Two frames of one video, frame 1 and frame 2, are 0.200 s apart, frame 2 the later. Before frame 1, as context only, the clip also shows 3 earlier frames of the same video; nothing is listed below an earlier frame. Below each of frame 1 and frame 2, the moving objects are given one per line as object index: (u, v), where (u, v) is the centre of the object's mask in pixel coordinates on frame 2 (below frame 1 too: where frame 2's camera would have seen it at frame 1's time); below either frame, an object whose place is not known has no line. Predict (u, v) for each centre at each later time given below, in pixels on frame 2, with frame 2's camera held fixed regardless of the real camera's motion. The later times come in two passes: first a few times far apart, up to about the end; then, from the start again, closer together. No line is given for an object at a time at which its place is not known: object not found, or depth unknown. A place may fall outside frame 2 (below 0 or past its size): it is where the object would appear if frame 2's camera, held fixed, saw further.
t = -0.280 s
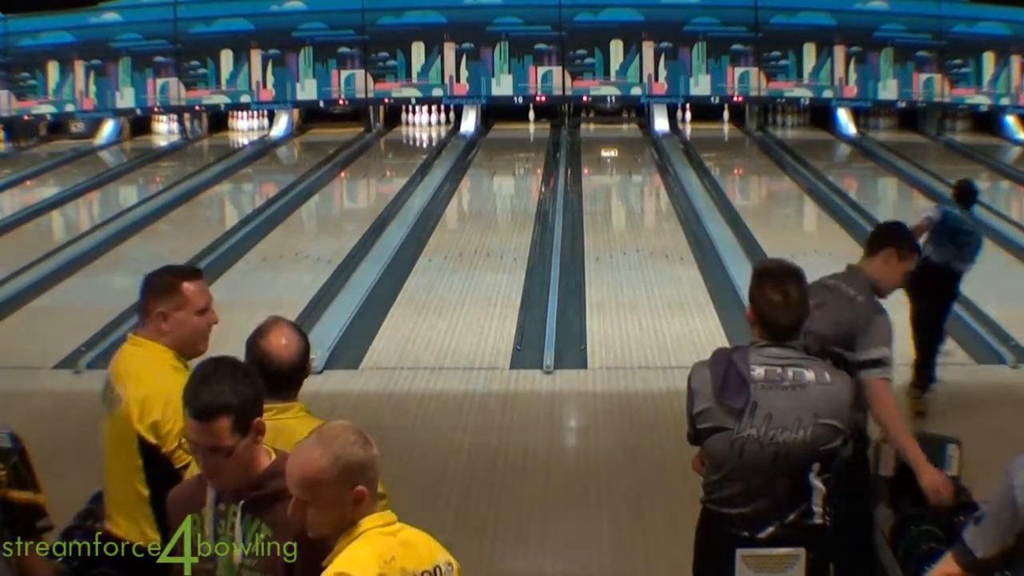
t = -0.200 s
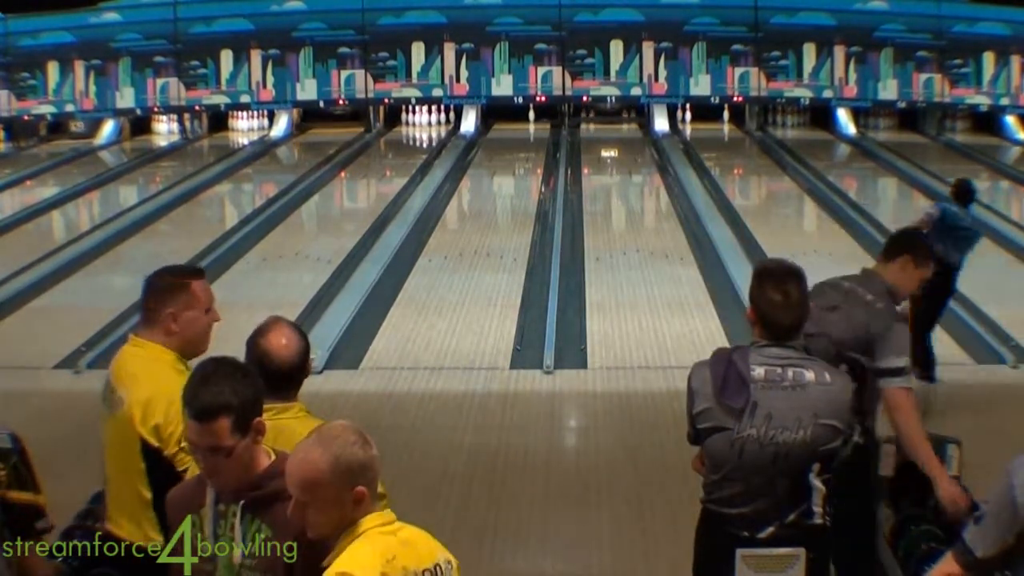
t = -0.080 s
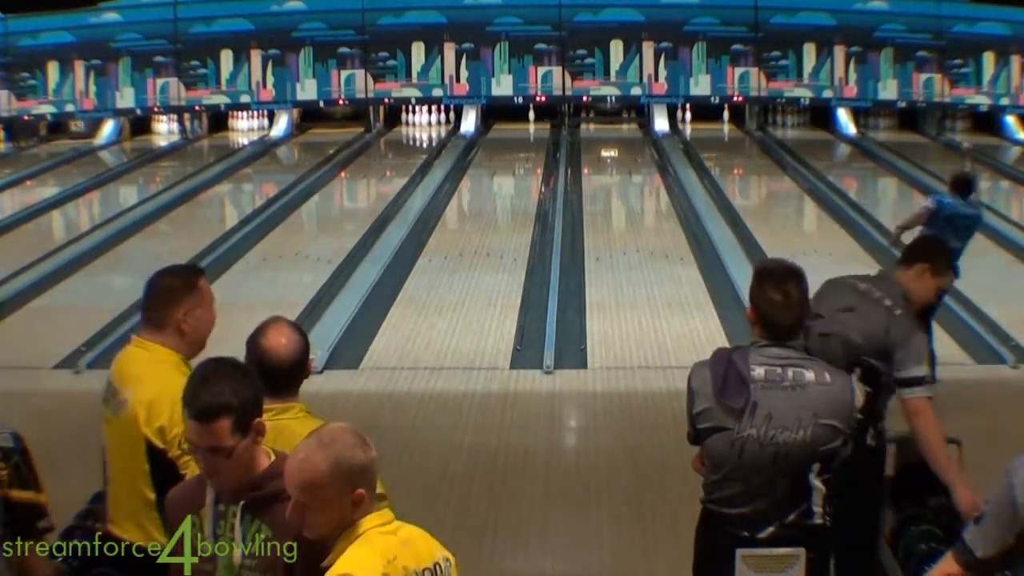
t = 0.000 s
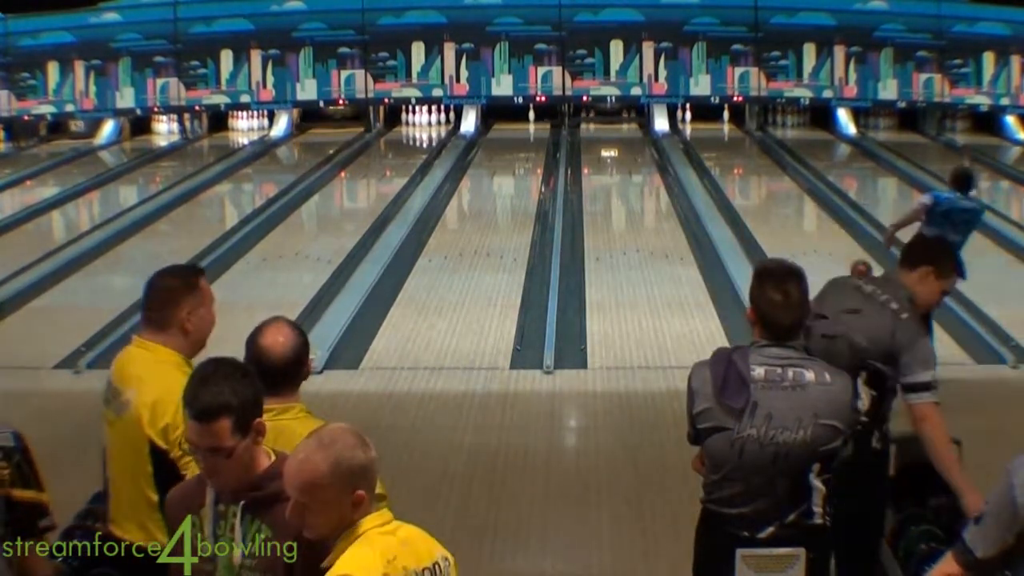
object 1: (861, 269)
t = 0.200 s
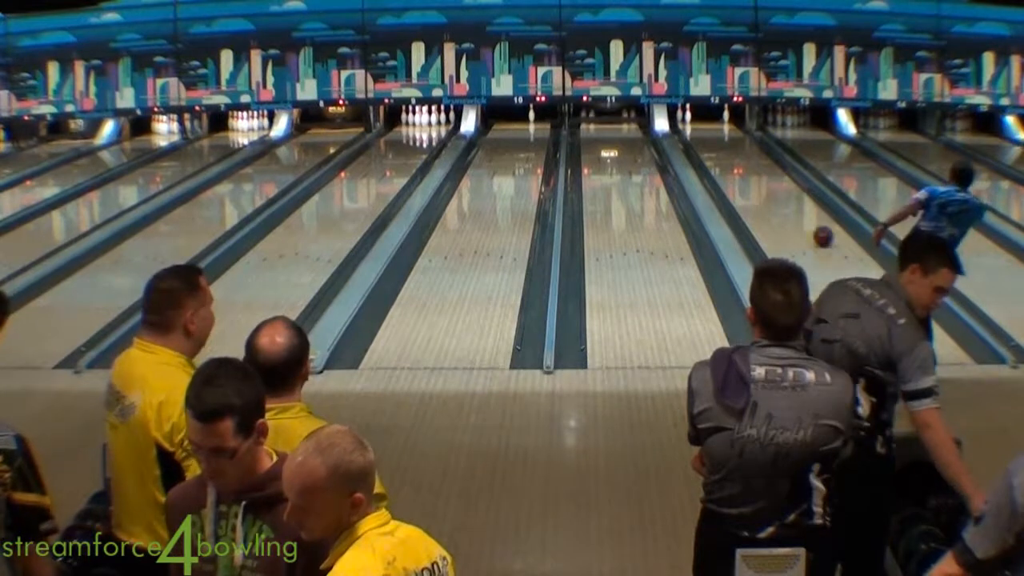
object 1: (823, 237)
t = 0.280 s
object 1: (810, 225)
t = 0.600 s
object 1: (767, 187)
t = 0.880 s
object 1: (738, 163)
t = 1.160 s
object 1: (716, 143)
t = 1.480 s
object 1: (694, 127)
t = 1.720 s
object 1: (679, 114)
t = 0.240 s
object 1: (817, 231)
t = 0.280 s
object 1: (810, 225)
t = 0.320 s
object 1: (803, 220)
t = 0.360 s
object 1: (798, 214)
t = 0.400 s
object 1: (792, 209)
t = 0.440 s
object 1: (786, 204)
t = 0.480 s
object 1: (781, 200)
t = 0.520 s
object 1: (776, 195)
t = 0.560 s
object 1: (772, 191)
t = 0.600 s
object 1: (767, 187)
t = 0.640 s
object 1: (762, 183)
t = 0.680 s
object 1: (758, 179)
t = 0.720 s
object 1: (754, 175)
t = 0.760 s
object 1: (750, 172)
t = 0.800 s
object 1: (745, 169)
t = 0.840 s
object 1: (742, 166)
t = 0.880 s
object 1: (738, 163)
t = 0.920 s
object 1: (735, 159)
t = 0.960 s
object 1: (731, 156)
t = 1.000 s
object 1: (728, 153)
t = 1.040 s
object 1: (724, 151)
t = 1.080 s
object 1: (722, 148)
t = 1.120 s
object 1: (719, 146)
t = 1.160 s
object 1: (716, 143)
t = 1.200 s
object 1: (712, 140)
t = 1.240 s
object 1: (709, 138)
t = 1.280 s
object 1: (707, 136)
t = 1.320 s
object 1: (704, 134)
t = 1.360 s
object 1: (702, 132)
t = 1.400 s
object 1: (699, 130)
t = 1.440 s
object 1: (696, 128)
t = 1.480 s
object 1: (694, 127)
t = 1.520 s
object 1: (691, 124)
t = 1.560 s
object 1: (689, 123)
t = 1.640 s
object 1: (684, 120)
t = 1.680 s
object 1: (681, 117)
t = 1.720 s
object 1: (679, 114)
